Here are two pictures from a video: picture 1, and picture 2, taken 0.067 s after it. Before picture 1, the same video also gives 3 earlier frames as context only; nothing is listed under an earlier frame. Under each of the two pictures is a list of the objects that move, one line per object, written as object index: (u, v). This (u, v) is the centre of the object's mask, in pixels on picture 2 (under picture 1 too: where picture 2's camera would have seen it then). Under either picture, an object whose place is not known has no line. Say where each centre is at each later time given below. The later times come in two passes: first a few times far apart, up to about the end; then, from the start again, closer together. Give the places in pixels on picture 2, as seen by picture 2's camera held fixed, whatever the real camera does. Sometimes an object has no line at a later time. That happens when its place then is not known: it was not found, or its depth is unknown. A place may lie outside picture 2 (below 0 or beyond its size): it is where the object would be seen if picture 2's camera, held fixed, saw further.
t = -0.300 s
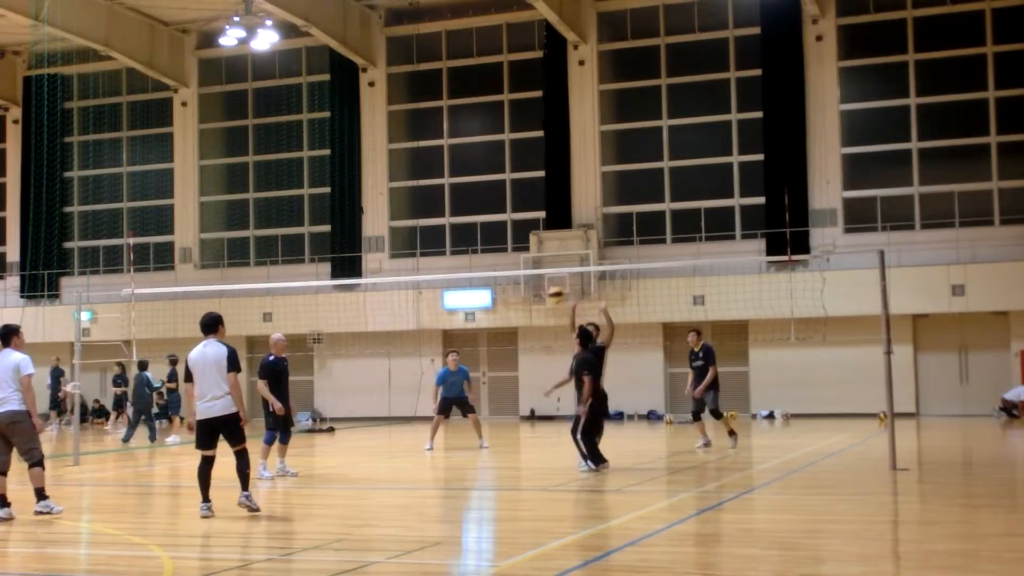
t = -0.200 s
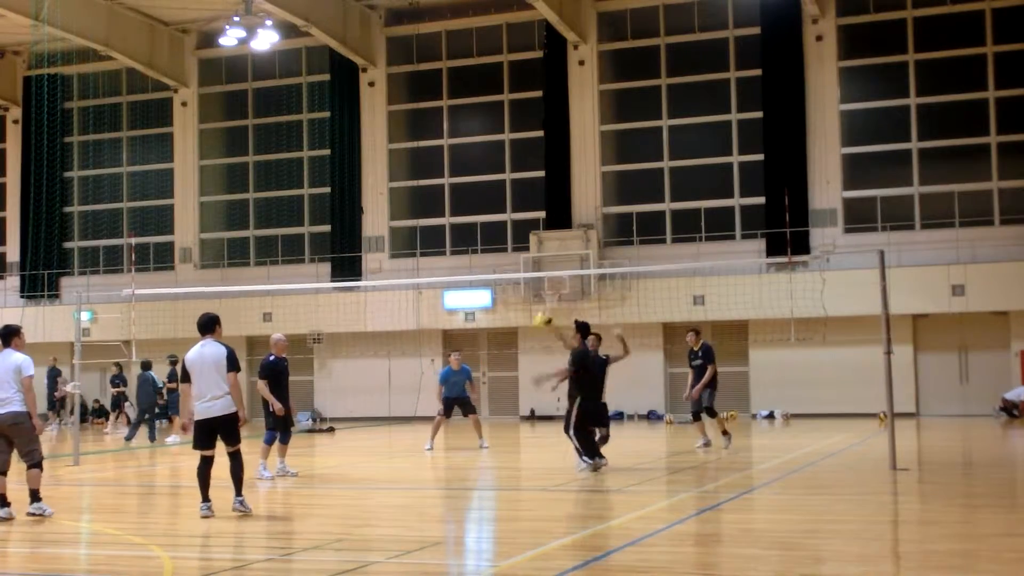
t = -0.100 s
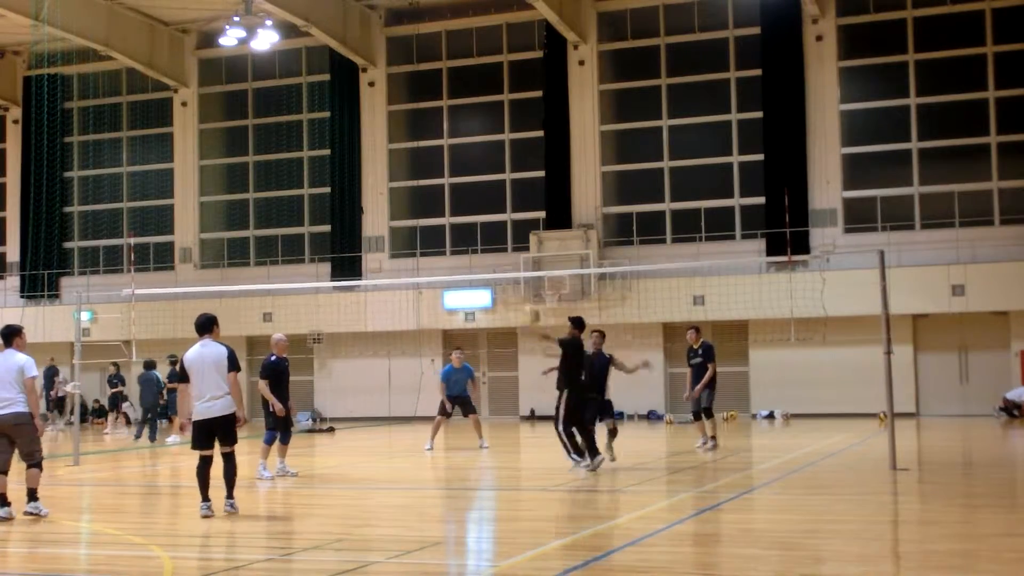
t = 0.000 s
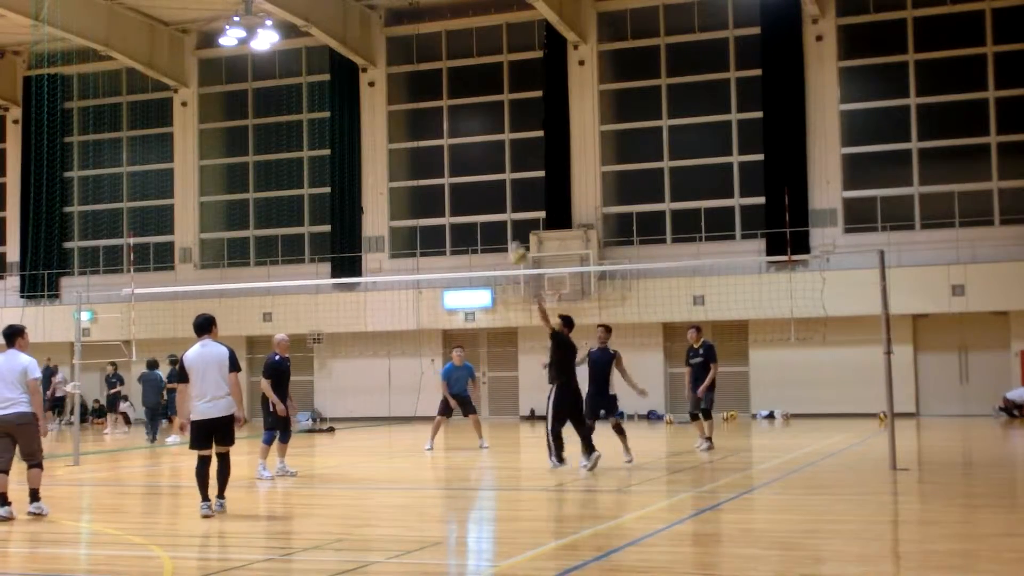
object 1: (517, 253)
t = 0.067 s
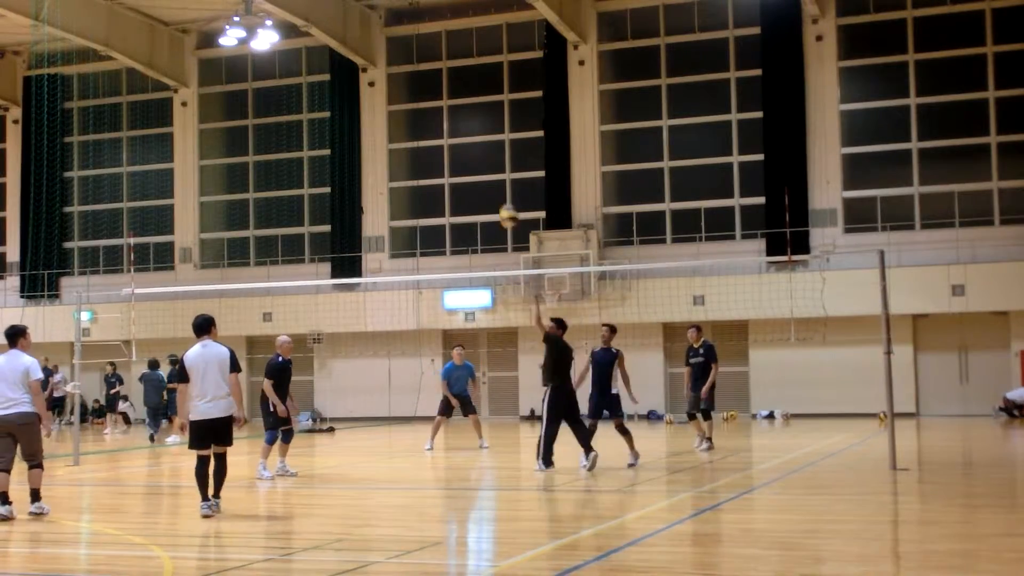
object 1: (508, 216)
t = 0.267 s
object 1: (481, 121)
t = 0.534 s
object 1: (441, 44)
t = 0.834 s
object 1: (390, 37)
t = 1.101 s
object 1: (336, 122)
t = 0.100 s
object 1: (504, 199)
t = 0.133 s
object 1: (500, 182)
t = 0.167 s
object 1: (495, 164)
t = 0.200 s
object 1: (490, 149)
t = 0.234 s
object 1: (486, 135)
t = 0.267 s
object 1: (481, 121)
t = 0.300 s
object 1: (476, 108)
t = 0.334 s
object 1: (471, 96)
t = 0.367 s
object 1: (466, 85)
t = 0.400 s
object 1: (461, 76)
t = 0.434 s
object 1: (456, 67)
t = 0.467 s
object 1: (451, 58)
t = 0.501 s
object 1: (445, 49)
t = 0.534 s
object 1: (441, 44)
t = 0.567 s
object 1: (436, 39)
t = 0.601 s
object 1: (430, 34)
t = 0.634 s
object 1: (424, 31)
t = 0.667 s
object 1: (419, 29)
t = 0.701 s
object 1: (413, 28)
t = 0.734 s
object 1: (407, 28)
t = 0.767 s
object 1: (401, 30)
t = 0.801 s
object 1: (394, 32)
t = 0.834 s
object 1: (390, 37)
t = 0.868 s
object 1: (382, 41)
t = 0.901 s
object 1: (376, 49)
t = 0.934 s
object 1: (370, 56)
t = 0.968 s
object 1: (363, 65)
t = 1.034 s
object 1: (349, 90)
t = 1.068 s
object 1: (343, 104)
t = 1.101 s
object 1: (336, 122)
